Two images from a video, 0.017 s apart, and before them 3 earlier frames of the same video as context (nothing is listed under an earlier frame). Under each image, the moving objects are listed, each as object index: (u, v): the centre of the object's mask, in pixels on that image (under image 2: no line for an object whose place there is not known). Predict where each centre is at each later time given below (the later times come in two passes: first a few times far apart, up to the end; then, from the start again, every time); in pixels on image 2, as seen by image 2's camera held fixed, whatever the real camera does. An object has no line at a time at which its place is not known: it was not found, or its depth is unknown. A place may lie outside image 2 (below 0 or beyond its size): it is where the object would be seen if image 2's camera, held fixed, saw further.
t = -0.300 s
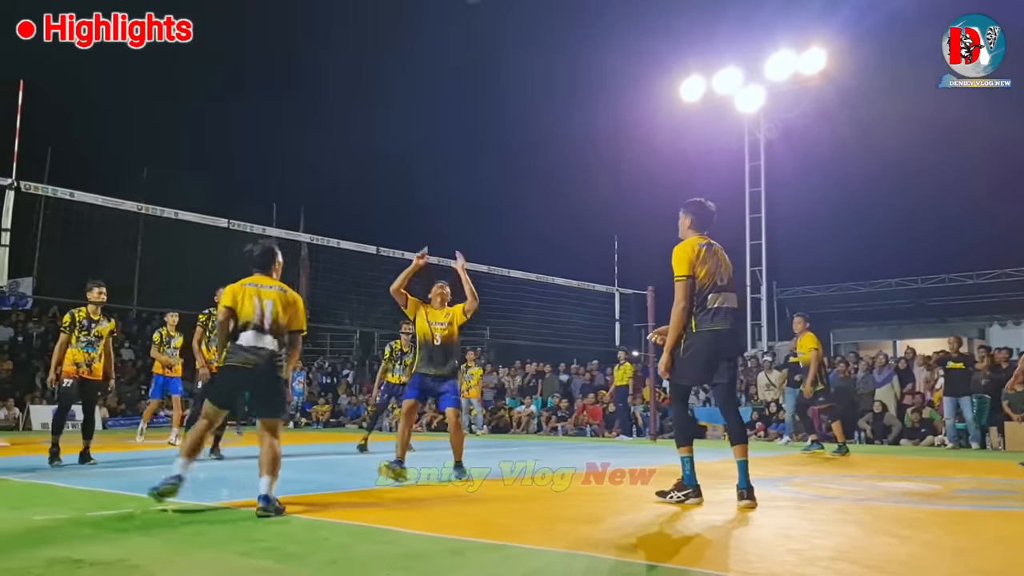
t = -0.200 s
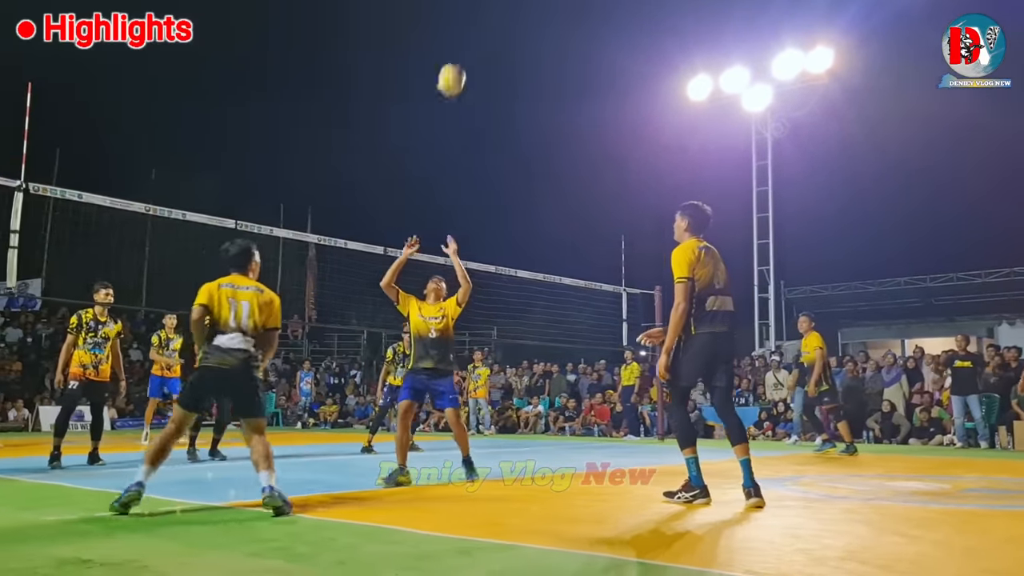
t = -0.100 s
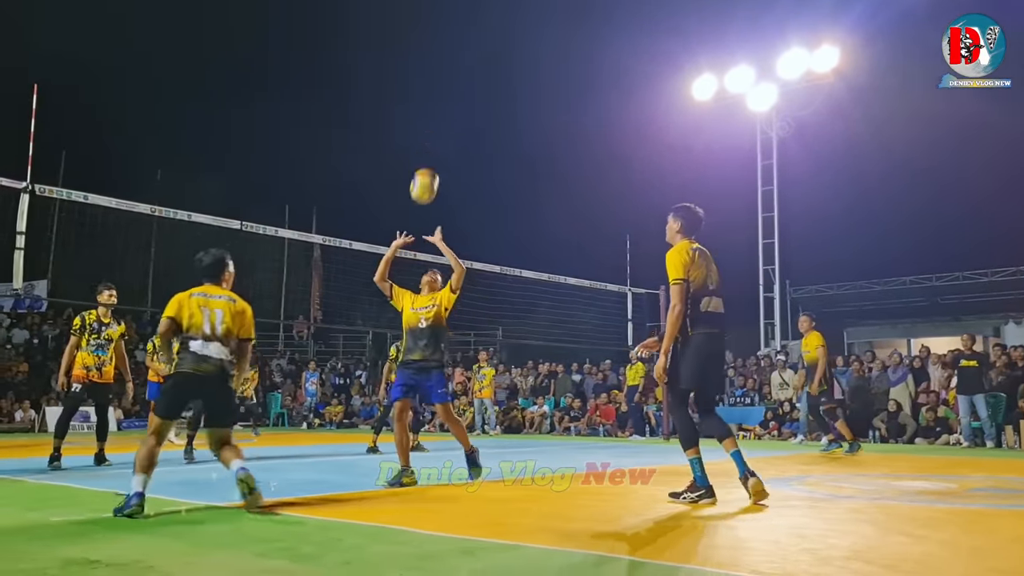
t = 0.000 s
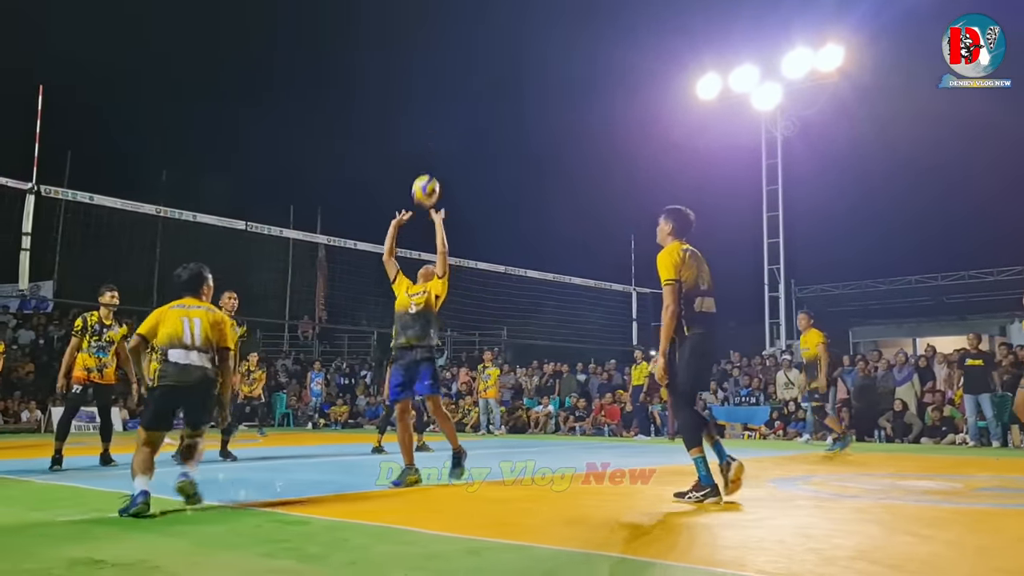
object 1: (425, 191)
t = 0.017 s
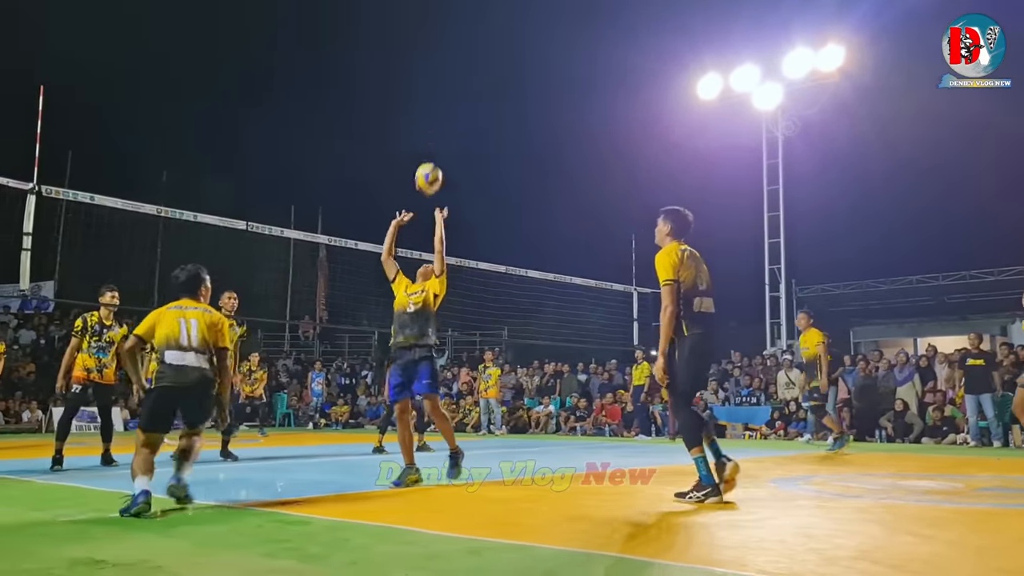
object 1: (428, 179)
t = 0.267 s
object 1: (459, 39)
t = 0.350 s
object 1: (469, 11)
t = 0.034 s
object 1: (430, 167)
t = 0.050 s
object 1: (433, 154)
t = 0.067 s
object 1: (435, 144)
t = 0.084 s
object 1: (437, 133)
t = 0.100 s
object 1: (439, 122)
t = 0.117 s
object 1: (441, 112)
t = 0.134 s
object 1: (443, 102)
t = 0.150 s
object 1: (445, 93)
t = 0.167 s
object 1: (447, 84)
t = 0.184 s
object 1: (449, 75)
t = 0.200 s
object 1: (451, 67)
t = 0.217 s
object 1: (453, 59)
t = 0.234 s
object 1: (456, 52)
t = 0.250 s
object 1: (458, 45)
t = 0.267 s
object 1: (459, 39)
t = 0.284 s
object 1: (462, 32)
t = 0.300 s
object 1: (464, 26)
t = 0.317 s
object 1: (465, 20)
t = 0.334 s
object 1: (467, 15)
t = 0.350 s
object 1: (469, 11)
